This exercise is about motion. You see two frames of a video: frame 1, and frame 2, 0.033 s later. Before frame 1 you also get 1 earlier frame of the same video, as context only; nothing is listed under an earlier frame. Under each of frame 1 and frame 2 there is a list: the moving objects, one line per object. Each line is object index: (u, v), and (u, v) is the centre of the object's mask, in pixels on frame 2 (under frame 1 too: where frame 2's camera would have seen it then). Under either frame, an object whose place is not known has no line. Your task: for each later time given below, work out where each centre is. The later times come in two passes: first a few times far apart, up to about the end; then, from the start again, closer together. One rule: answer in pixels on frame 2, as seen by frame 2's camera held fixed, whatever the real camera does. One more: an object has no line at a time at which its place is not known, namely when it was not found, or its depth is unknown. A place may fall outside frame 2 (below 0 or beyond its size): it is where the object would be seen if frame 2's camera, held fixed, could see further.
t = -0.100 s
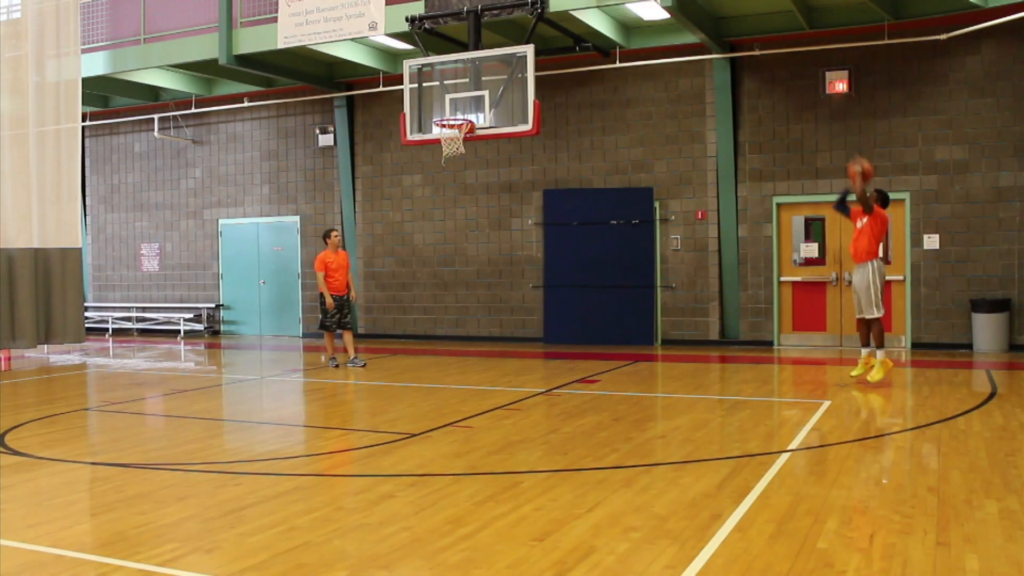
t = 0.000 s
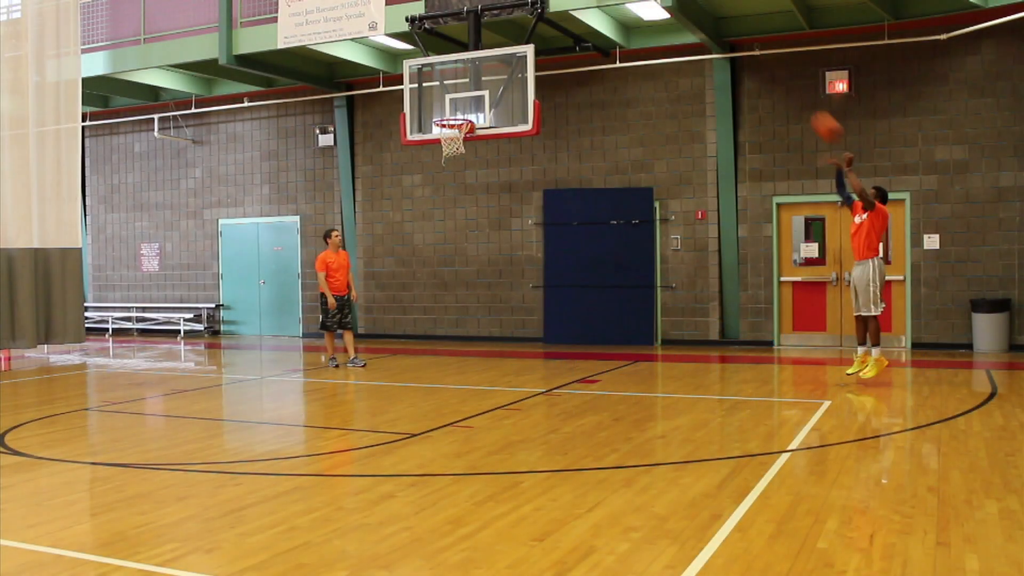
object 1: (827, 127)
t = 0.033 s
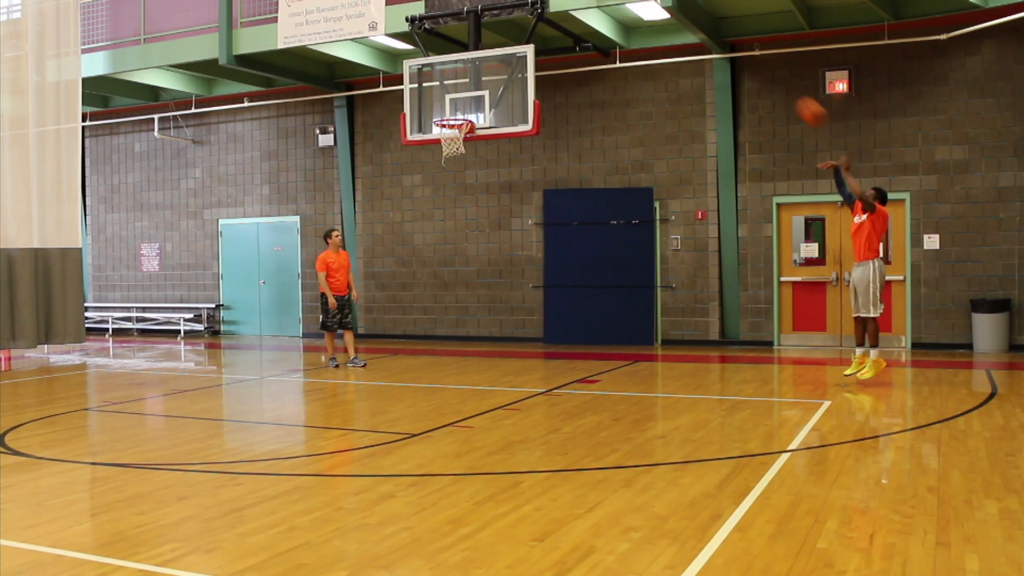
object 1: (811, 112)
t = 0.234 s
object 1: (721, 45)
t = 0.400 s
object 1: (654, 24)
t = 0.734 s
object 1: (531, 40)
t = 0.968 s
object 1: (454, 107)
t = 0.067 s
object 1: (796, 98)
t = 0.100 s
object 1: (780, 85)
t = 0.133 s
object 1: (765, 74)
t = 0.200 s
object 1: (736, 54)
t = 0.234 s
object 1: (721, 45)
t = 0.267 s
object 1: (708, 38)
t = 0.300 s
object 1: (693, 31)
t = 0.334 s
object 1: (680, 27)
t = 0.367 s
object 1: (668, 25)
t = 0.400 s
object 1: (654, 24)
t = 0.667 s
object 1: (553, 30)
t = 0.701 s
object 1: (541, 35)
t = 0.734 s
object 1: (531, 40)
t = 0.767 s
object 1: (518, 47)
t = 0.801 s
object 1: (507, 57)
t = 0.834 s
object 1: (495, 65)
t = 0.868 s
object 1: (486, 73)
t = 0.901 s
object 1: (474, 83)
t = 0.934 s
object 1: (464, 94)
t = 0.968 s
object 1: (454, 107)
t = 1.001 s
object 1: (443, 117)
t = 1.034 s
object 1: (449, 126)
